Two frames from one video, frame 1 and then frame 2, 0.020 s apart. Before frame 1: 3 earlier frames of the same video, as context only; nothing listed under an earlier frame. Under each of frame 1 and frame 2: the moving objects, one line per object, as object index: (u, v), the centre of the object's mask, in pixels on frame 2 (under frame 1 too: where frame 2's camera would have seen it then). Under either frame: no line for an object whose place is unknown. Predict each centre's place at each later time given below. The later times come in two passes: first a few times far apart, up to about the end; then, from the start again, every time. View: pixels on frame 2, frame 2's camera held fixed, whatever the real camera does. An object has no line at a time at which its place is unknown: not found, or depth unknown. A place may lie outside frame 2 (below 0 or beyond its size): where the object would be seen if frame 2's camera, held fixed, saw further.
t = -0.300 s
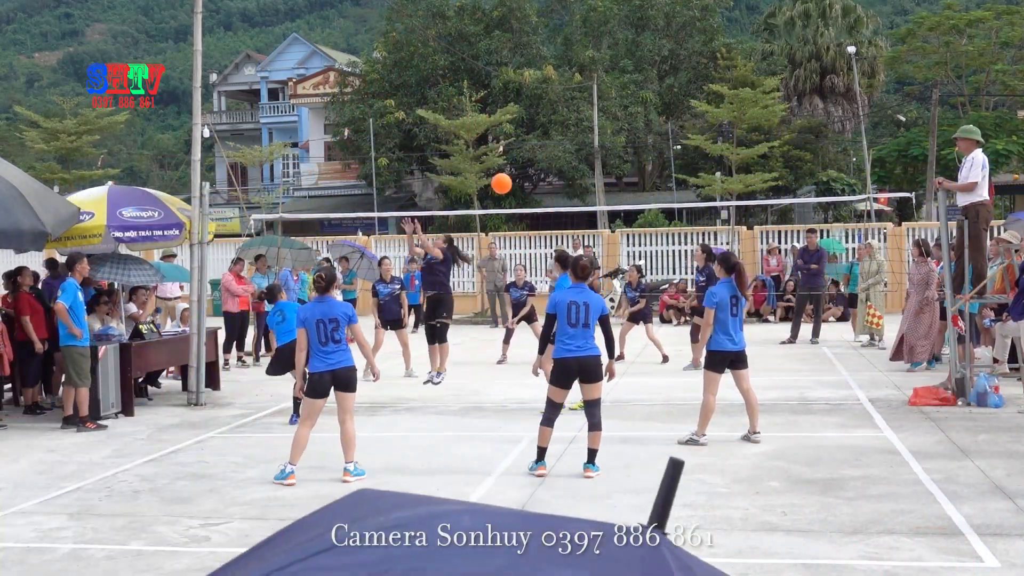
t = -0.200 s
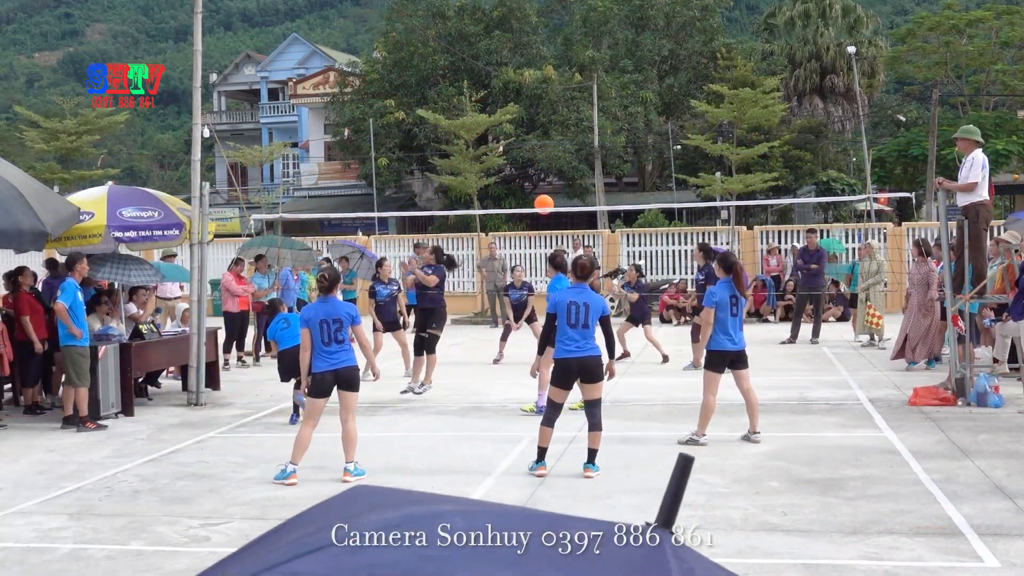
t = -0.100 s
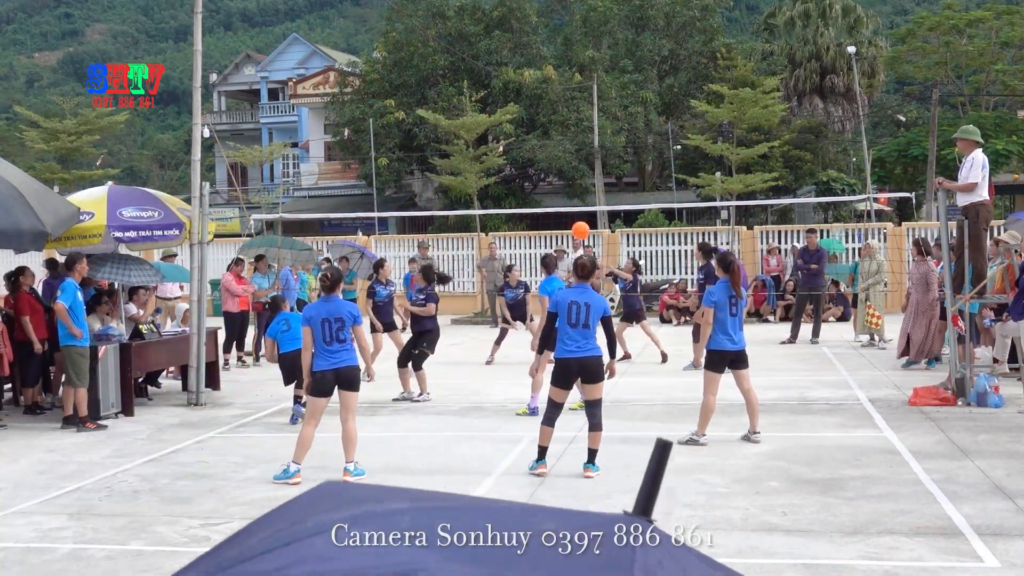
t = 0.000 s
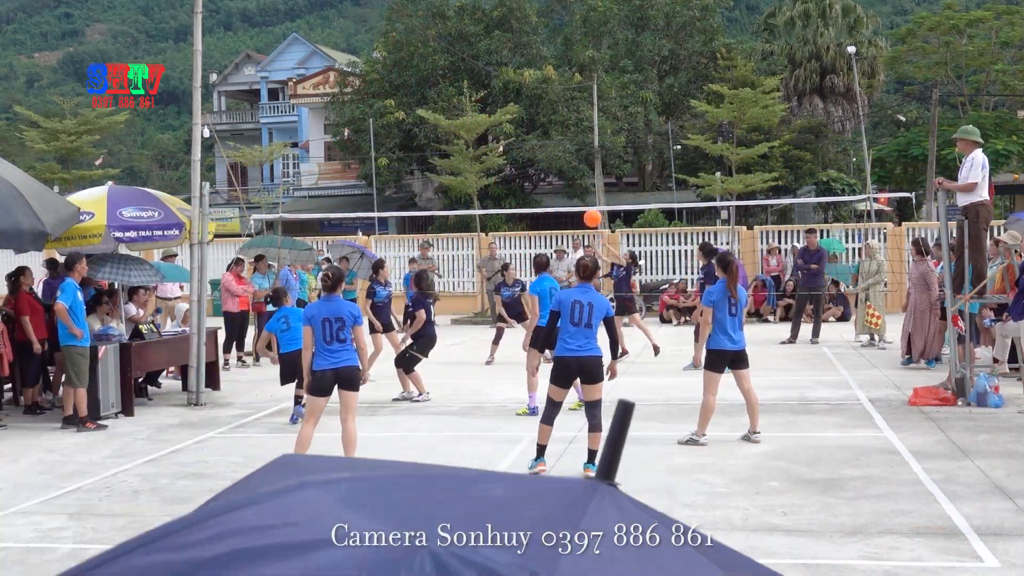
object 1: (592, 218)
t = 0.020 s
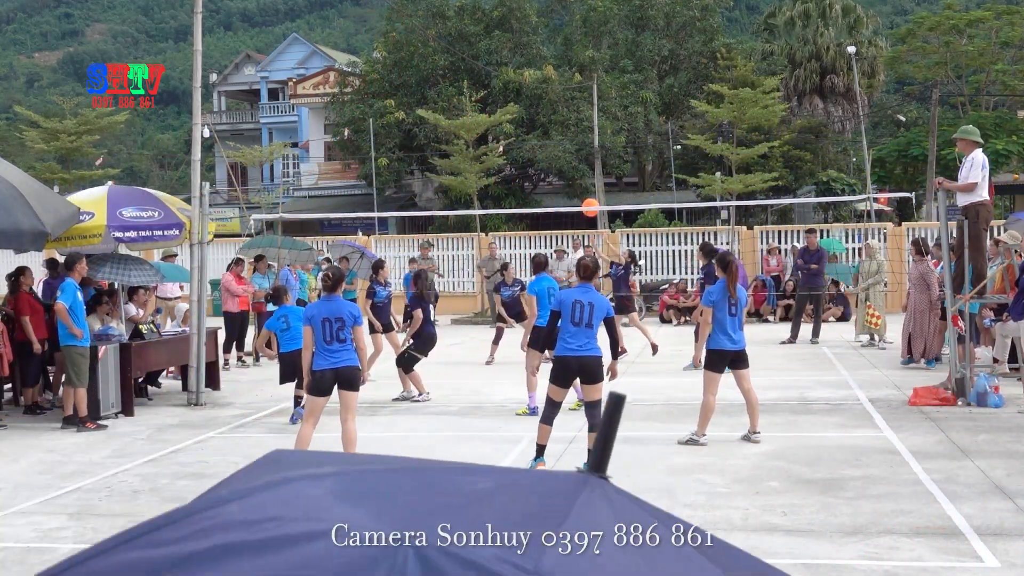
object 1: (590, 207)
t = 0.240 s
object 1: (571, 112)
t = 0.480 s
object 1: (548, 50)
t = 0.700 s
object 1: (530, 31)
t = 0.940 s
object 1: (511, 52)
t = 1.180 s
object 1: (491, 116)
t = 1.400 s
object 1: (474, 213)
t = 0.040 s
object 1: (589, 197)
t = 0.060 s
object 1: (587, 187)
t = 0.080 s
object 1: (585, 178)
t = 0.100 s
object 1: (584, 168)
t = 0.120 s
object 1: (582, 159)
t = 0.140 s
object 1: (580, 150)
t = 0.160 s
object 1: (578, 142)
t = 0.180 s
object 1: (577, 134)
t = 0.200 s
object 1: (575, 126)
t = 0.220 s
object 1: (573, 119)
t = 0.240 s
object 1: (571, 112)
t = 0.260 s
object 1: (569, 105)
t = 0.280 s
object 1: (567, 99)
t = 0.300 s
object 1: (565, 93)
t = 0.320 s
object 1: (563, 87)
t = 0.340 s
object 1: (561, 81)
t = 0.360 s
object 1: (559, 76)
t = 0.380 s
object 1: (557, 71)
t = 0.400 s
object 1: (556, 66)
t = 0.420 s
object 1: (554, 62)
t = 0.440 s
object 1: (552, 58)
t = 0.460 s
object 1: (550, 54)
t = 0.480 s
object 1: (548, 50)
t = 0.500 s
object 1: (547, 47)
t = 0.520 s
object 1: (545, 44)
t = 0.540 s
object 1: (543, 41)
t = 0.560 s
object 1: (542, 39)
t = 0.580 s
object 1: (540, 37)
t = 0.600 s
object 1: (538, 36)
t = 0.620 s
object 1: (537, 34)
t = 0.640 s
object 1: (535, 33)
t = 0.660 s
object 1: (533, 32)
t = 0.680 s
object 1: (532, 32)
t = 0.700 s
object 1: (530, 31)
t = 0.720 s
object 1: (528, 31)
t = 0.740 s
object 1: (527, 32)
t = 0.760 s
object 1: (525, 32)
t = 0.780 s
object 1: (523, 33)
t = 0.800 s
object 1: (522, 34)
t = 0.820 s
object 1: (520, 36)
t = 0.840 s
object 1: (518, 38)
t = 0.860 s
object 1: (517, 40)
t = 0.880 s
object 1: (515, 42)
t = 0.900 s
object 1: (514, 45)
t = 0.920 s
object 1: (512, 48)
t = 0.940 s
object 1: (511, 52)
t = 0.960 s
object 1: (509, 55)
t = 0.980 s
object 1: (507, 59)
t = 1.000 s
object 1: (506, 64)
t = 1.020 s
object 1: (505, 68)
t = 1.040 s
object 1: (503, 74)
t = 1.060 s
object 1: (501, 79)
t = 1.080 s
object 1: (500, 84)
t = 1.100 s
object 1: (498, 90)
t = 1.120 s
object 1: (496, 96)
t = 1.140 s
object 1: (494, 103)
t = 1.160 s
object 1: (493, 109)
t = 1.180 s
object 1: (491, 116)
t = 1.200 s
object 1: (490, 124)
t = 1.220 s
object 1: (488, 131)
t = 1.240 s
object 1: (487, 139)
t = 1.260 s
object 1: (485, 147)
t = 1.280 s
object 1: (484, 155)
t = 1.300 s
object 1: (482, 164)
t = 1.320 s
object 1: (481, 173)
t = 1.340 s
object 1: (480, 182)
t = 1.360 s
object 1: (478, 192)
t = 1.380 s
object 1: (477, 201)
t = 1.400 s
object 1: (474, 213)
